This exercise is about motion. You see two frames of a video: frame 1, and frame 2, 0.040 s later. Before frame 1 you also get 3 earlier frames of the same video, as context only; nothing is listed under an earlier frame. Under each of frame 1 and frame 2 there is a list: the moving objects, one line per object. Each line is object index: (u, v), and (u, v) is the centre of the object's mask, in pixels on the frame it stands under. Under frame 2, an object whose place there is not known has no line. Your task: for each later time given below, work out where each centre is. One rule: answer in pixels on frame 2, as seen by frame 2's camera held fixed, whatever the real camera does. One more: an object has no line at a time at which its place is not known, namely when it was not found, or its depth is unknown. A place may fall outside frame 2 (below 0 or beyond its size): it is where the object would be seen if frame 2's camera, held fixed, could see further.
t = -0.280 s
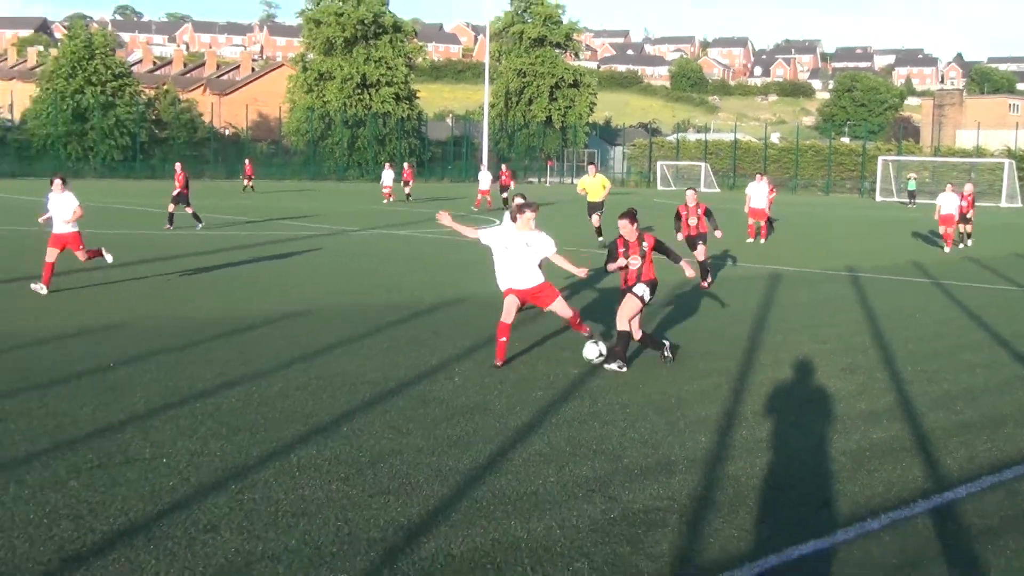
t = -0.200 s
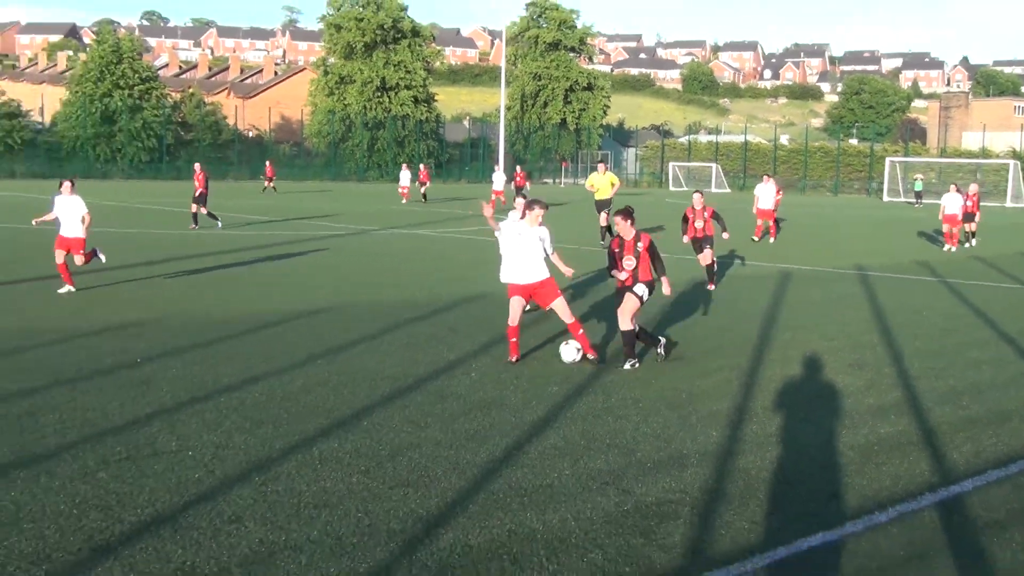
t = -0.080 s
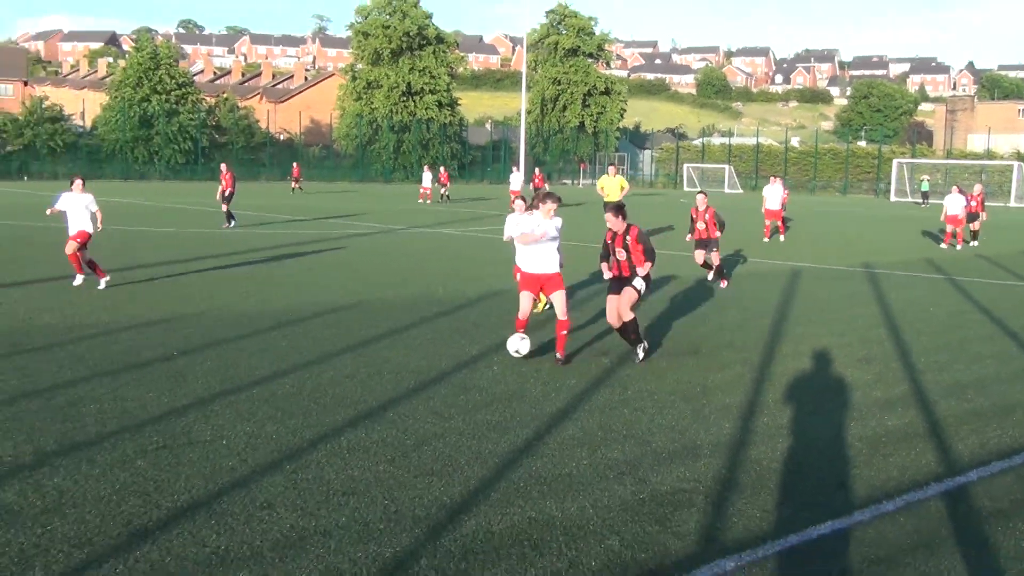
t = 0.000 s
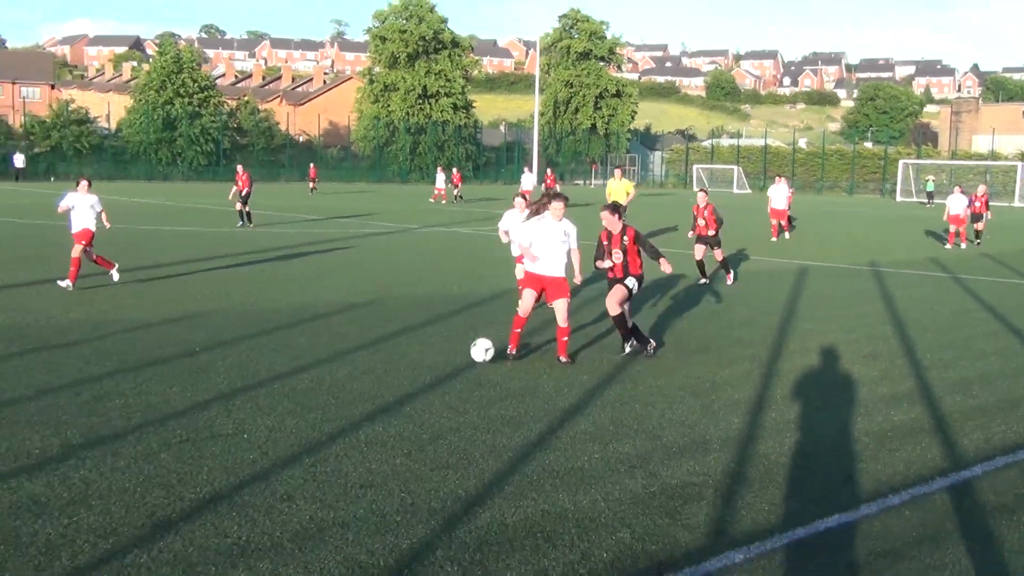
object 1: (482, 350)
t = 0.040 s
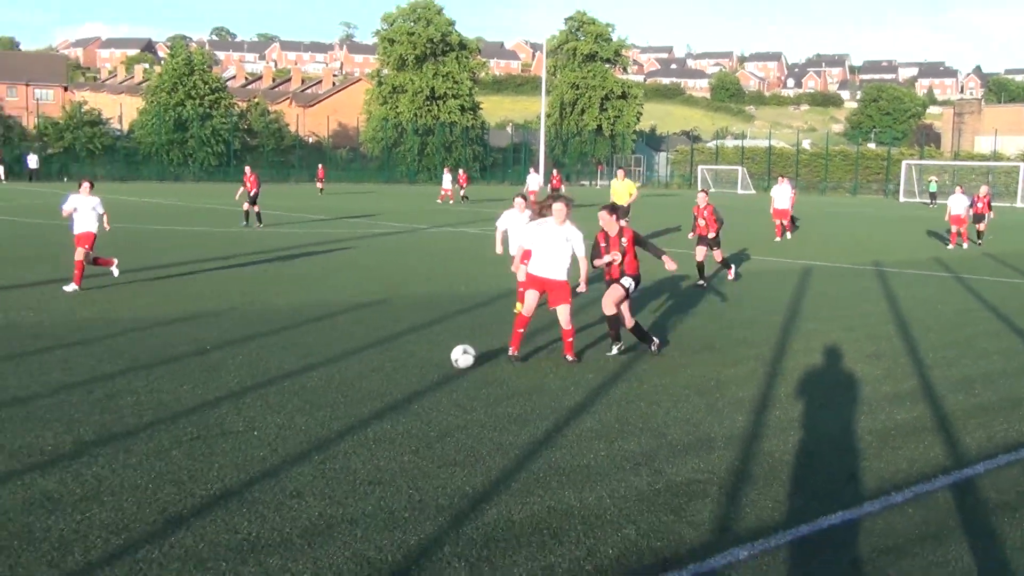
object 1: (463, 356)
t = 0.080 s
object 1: (439, 358)
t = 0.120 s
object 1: (415, 356)
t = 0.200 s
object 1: (364, 359)
